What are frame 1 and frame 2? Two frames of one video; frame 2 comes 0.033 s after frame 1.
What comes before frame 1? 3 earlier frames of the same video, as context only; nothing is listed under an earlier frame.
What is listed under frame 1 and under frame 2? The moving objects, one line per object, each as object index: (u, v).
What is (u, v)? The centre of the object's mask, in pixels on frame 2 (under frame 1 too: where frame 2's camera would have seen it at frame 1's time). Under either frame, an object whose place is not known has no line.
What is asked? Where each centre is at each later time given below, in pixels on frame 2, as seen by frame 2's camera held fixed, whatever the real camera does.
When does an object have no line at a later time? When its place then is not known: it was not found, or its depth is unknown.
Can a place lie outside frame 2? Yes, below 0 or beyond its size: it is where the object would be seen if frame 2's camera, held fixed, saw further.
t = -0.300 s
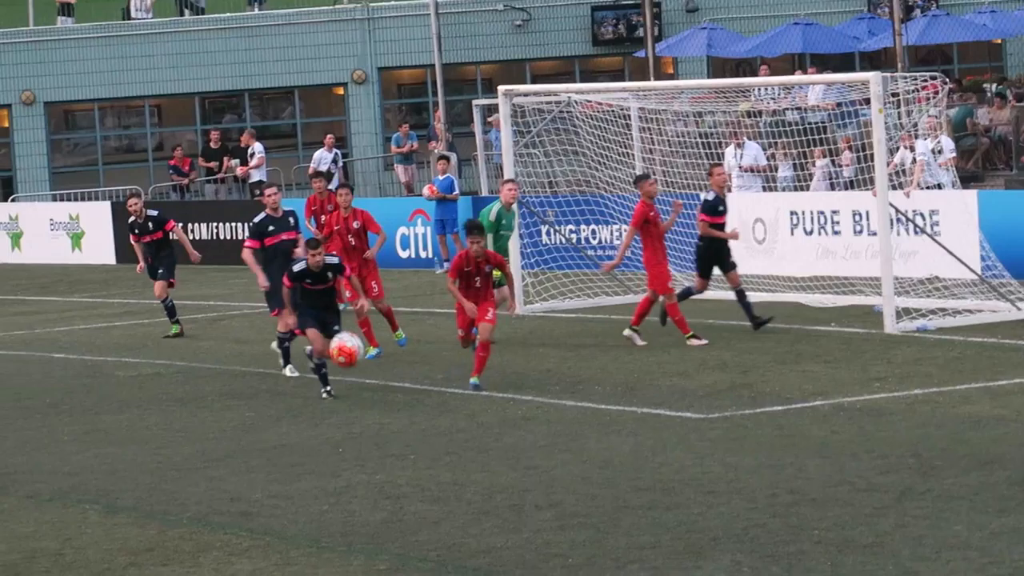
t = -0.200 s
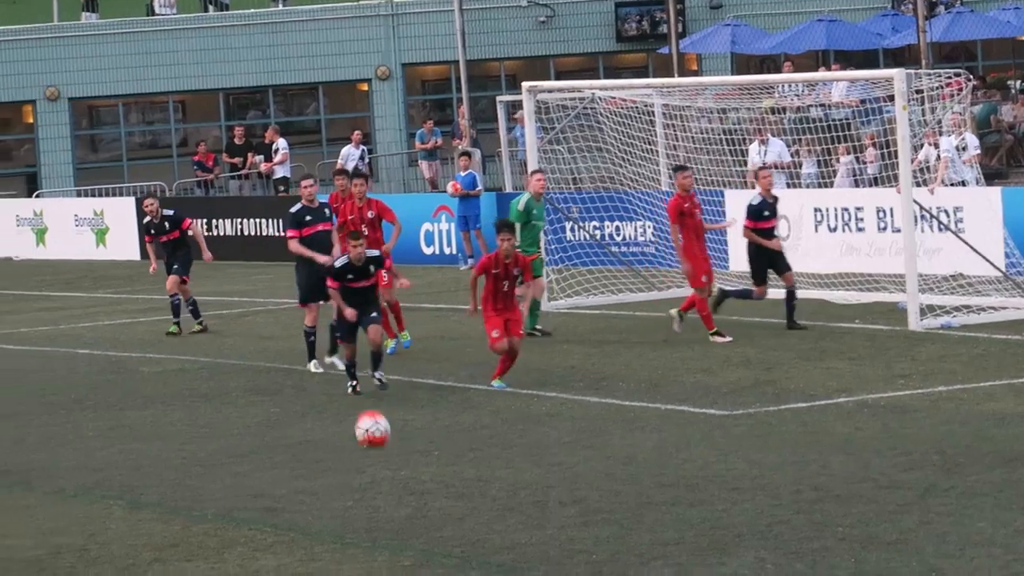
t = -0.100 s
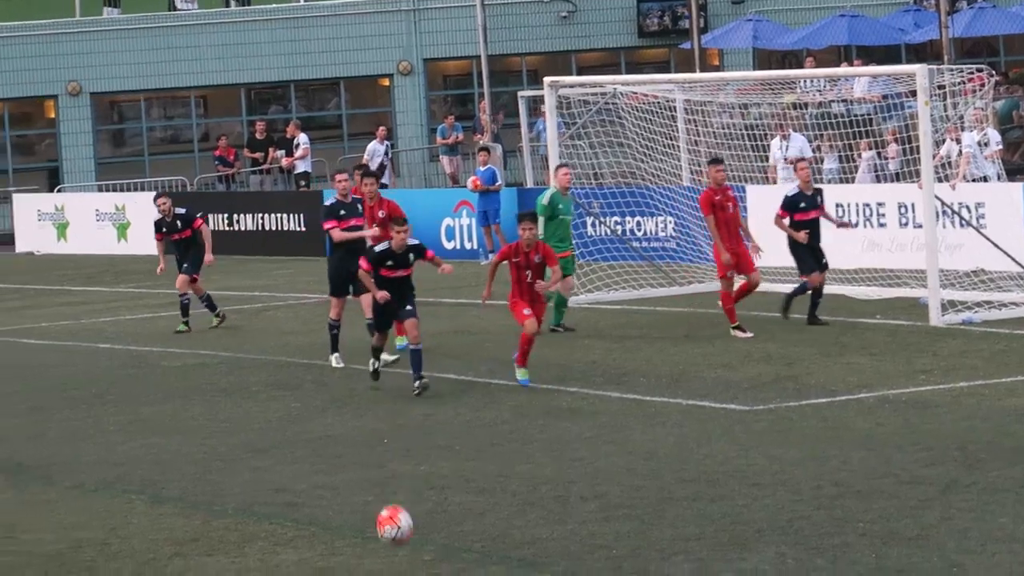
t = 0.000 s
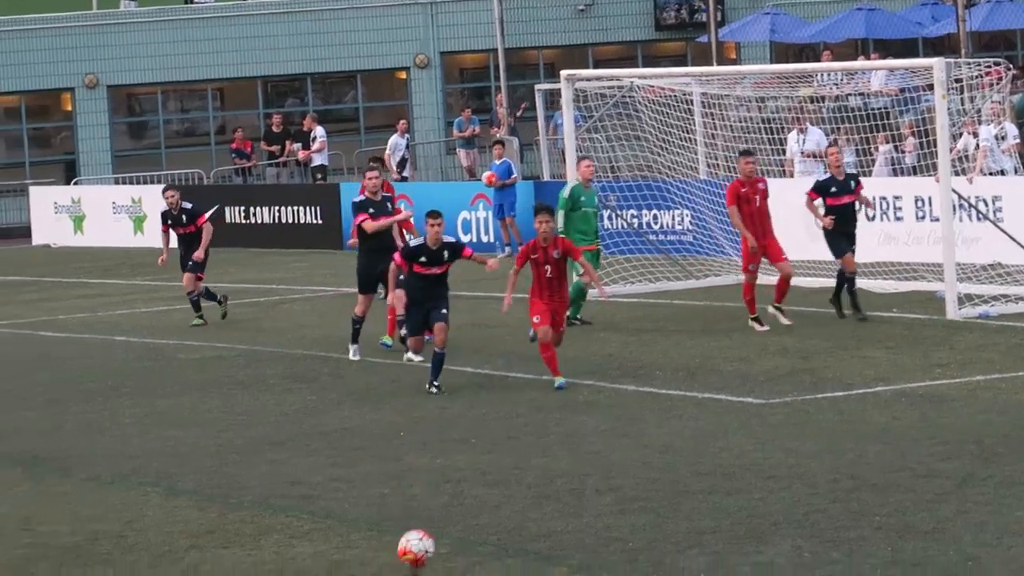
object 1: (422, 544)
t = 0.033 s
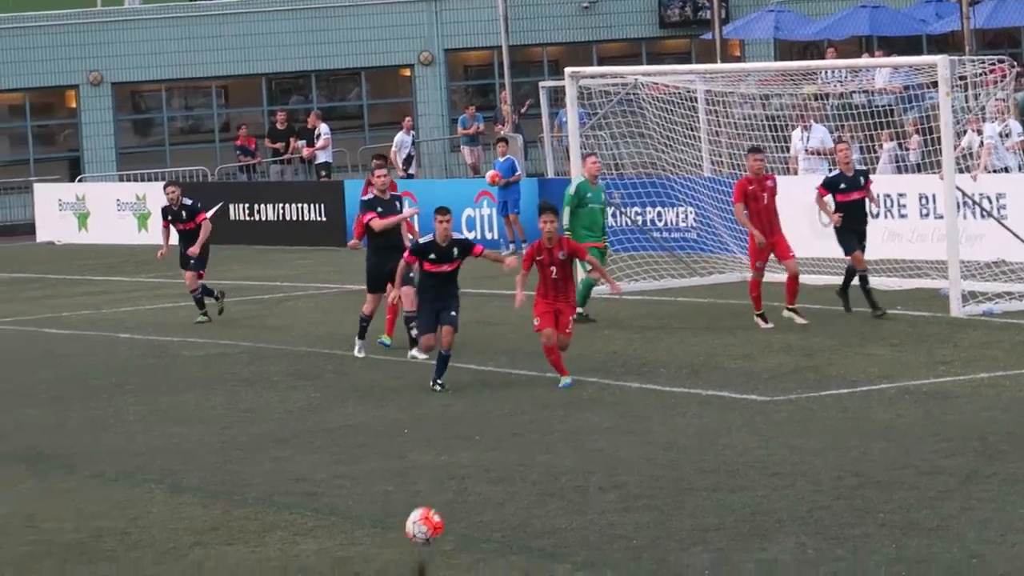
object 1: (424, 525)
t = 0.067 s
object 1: (427, 509)
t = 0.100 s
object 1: (430, 493)
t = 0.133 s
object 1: (433, 479)
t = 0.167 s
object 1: (437, 467)
